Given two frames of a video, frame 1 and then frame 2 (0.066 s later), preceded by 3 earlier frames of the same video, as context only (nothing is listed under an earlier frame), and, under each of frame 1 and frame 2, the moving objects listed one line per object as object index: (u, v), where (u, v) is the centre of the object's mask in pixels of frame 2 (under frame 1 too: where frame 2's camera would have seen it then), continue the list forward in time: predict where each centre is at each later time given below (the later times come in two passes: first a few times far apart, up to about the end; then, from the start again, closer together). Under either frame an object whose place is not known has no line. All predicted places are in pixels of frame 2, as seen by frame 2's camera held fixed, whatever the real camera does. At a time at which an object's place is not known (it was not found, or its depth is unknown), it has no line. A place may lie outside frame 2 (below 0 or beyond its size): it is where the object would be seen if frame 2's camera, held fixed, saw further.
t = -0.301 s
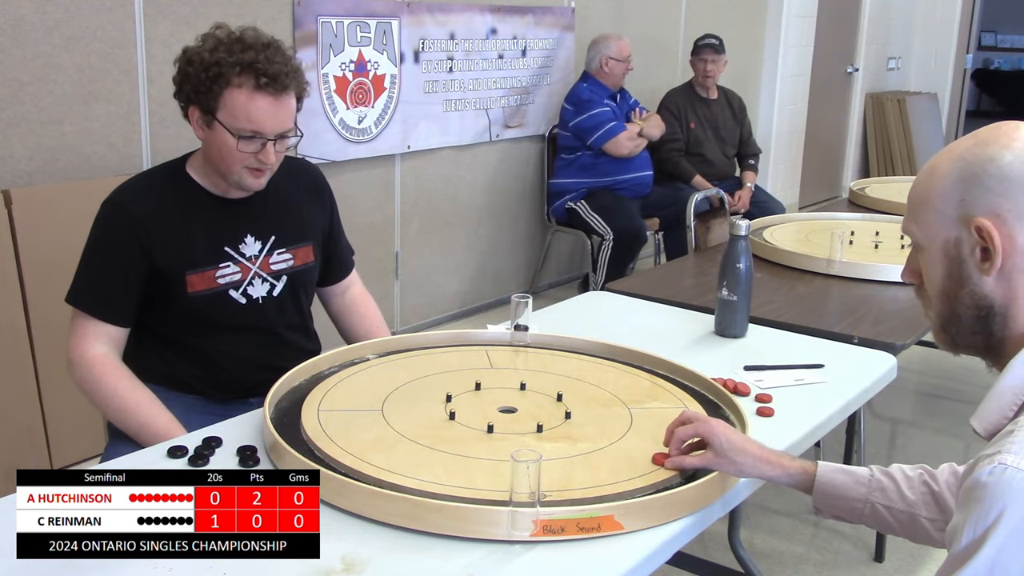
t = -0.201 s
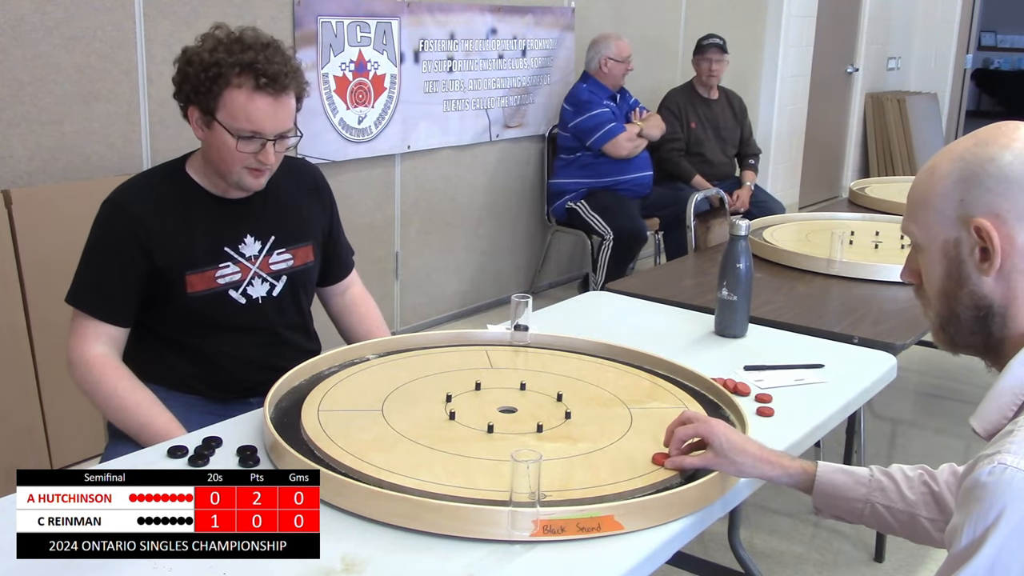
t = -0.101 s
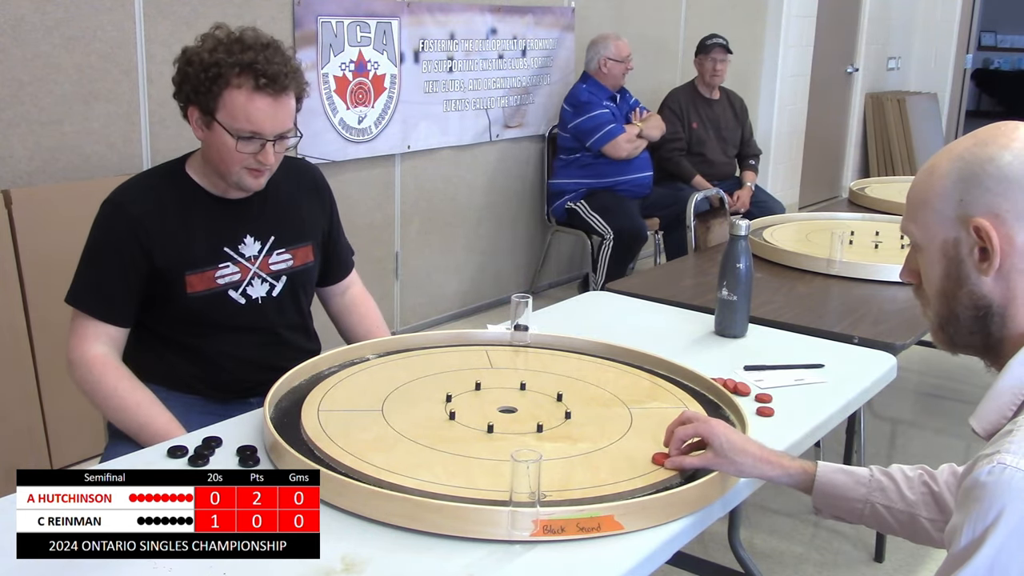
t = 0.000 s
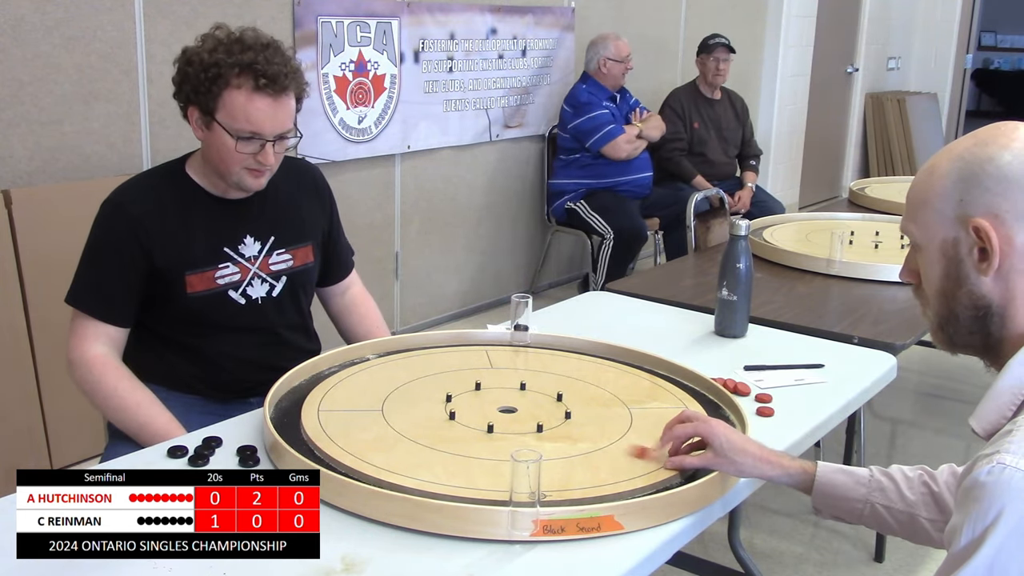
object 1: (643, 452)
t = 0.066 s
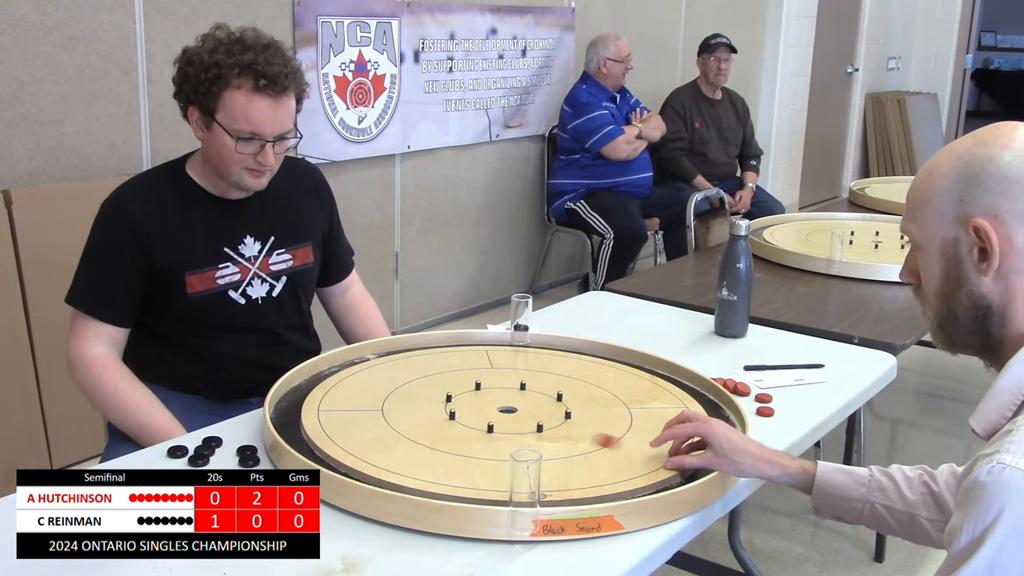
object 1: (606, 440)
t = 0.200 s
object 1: (550, 421)
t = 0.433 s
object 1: (500, 413)
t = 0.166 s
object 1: (563, 426)
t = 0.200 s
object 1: (550, 421)
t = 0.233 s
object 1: (537, 417)
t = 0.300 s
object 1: (513, 409)
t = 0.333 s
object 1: (507, 408)
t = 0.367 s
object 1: (506, 408)
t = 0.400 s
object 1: (502, 410)
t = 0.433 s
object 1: (500, 413)
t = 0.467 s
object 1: (498, 414)
